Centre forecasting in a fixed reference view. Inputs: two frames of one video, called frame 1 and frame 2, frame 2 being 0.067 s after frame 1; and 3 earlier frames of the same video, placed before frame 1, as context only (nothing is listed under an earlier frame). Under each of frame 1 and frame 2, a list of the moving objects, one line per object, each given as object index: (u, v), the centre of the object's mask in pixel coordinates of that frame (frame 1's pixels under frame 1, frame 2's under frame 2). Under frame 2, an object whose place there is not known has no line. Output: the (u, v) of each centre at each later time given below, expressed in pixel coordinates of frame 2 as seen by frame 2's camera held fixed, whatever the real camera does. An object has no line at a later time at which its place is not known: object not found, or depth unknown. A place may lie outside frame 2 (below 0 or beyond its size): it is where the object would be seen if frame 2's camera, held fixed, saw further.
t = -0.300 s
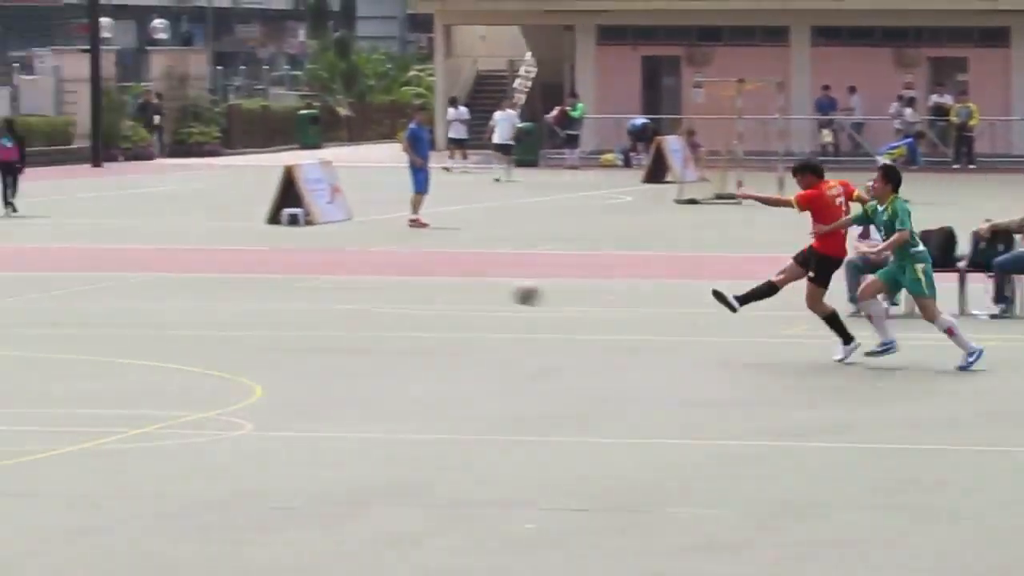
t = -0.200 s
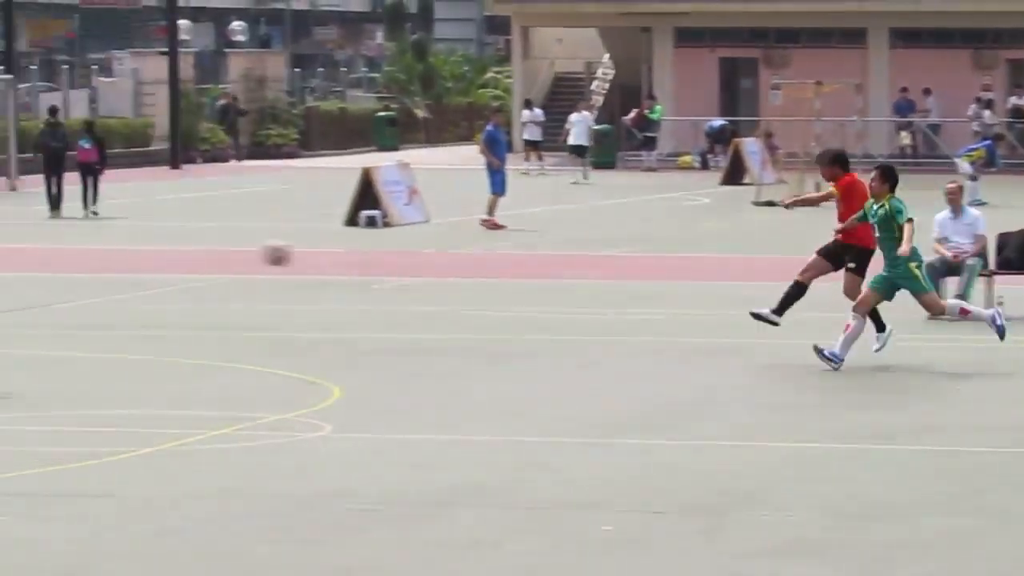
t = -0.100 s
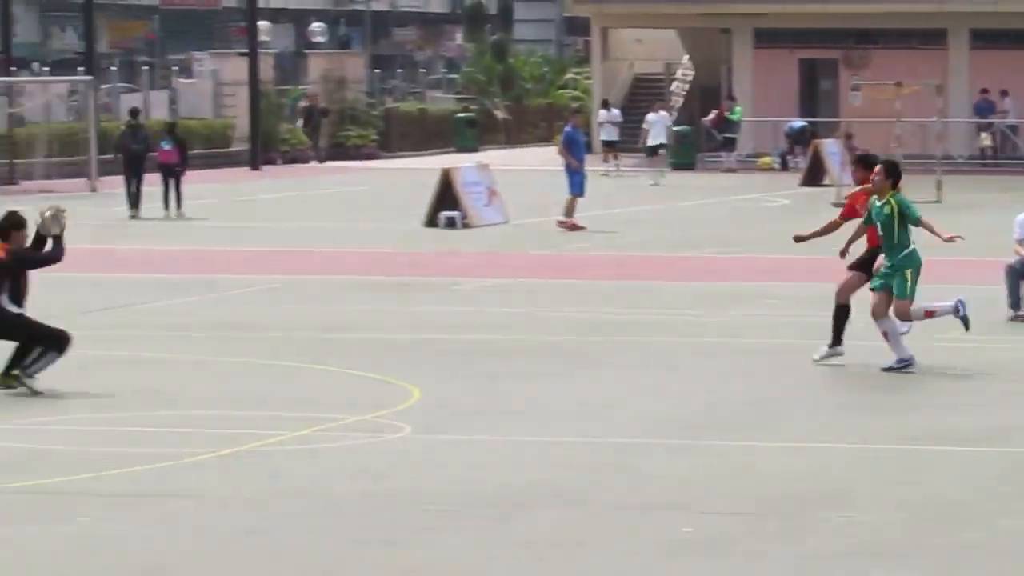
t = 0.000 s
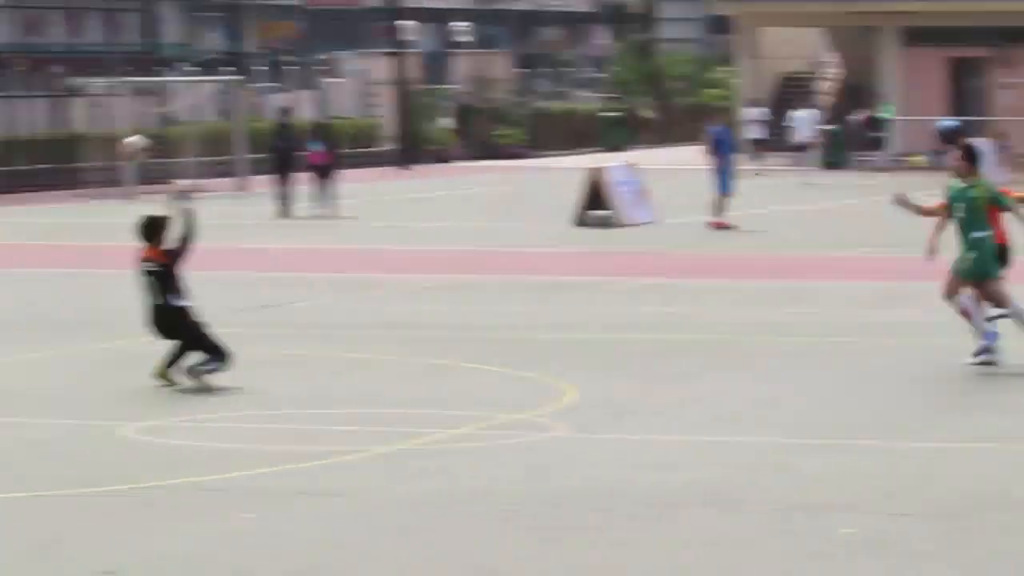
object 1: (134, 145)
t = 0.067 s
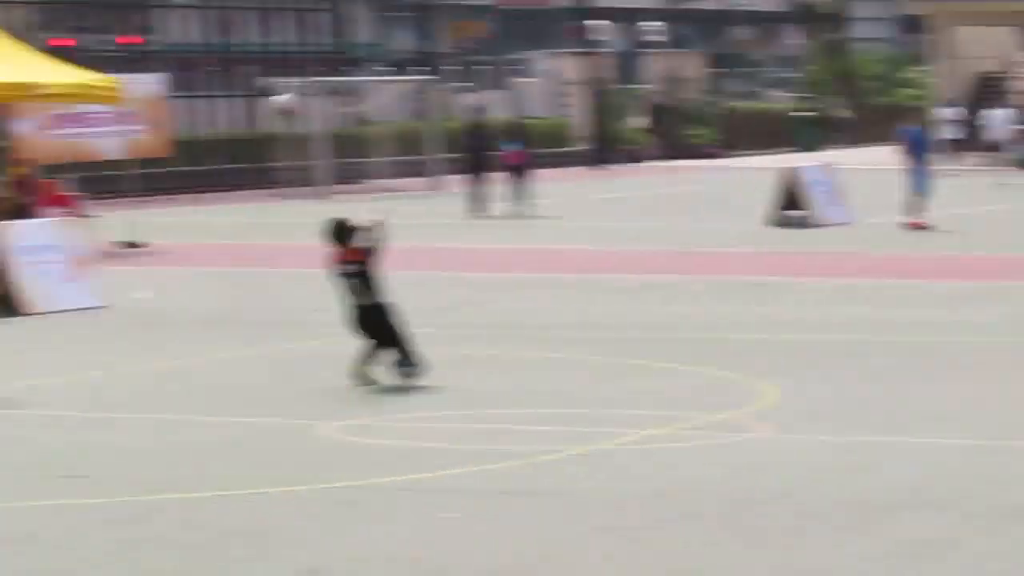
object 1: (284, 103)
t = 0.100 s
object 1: (263, 87)
